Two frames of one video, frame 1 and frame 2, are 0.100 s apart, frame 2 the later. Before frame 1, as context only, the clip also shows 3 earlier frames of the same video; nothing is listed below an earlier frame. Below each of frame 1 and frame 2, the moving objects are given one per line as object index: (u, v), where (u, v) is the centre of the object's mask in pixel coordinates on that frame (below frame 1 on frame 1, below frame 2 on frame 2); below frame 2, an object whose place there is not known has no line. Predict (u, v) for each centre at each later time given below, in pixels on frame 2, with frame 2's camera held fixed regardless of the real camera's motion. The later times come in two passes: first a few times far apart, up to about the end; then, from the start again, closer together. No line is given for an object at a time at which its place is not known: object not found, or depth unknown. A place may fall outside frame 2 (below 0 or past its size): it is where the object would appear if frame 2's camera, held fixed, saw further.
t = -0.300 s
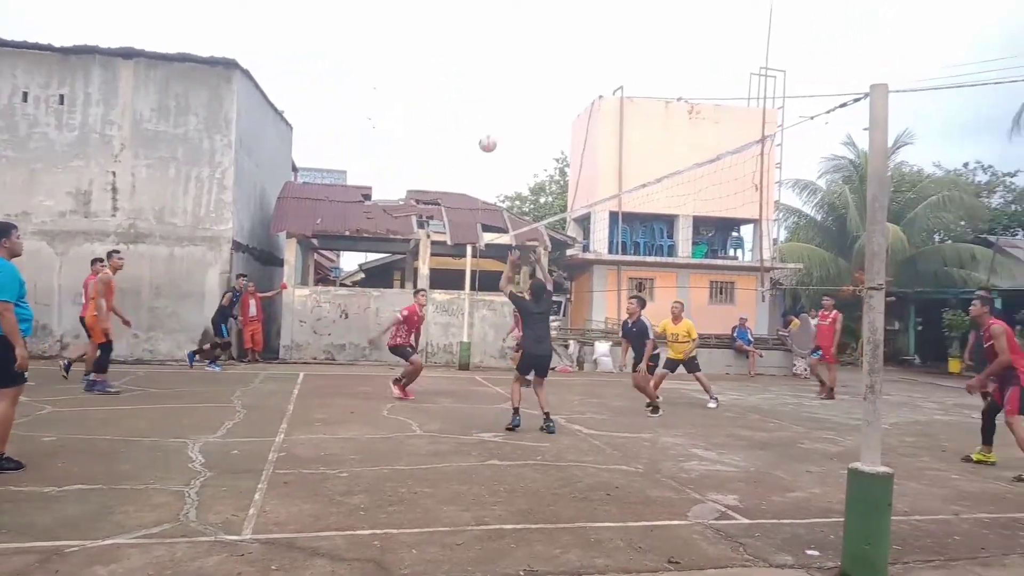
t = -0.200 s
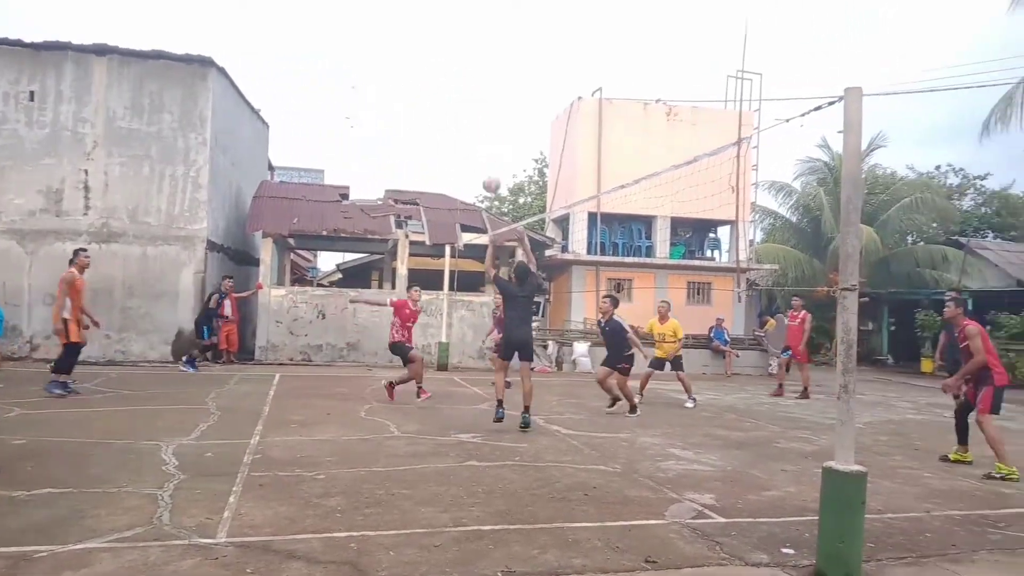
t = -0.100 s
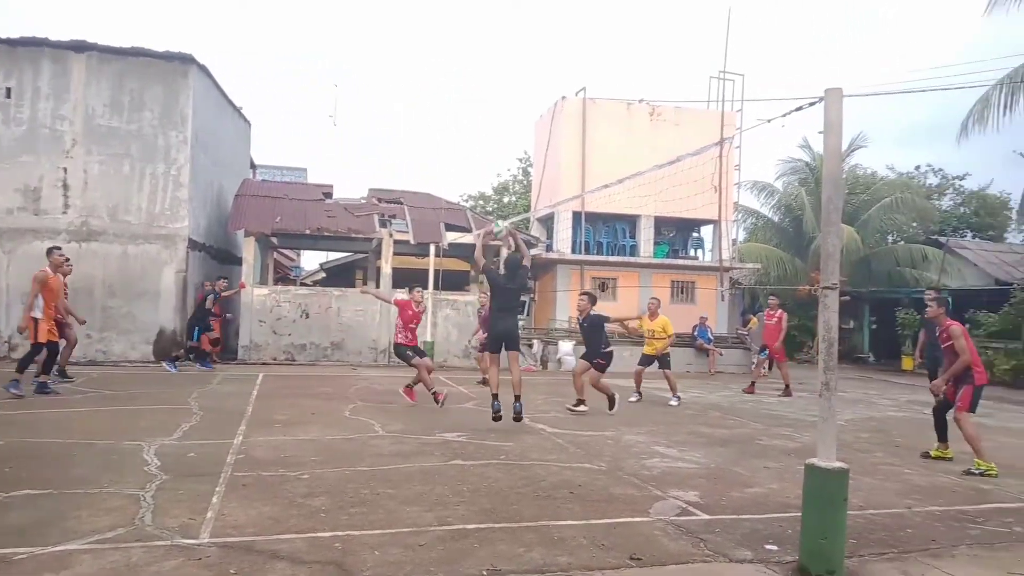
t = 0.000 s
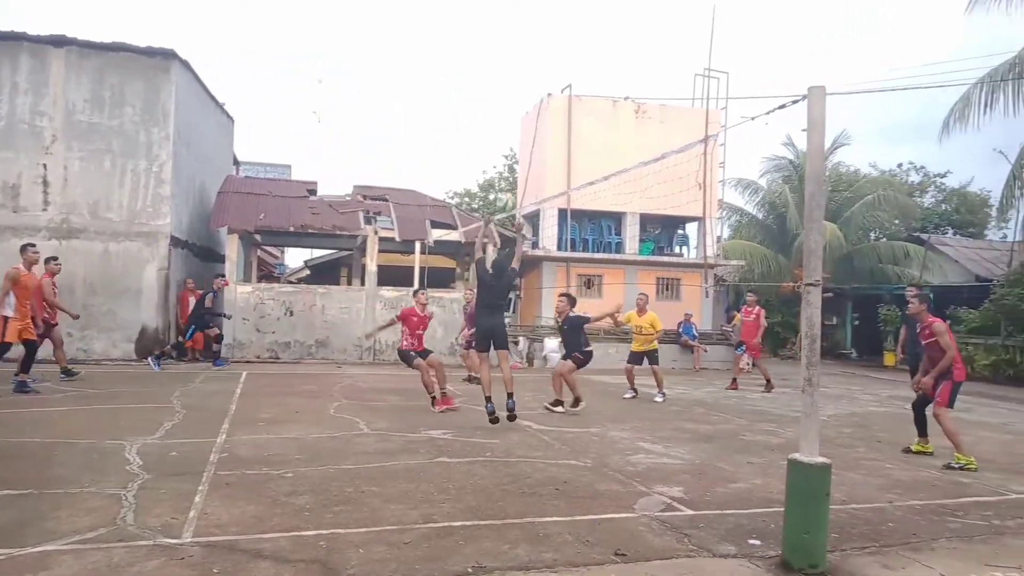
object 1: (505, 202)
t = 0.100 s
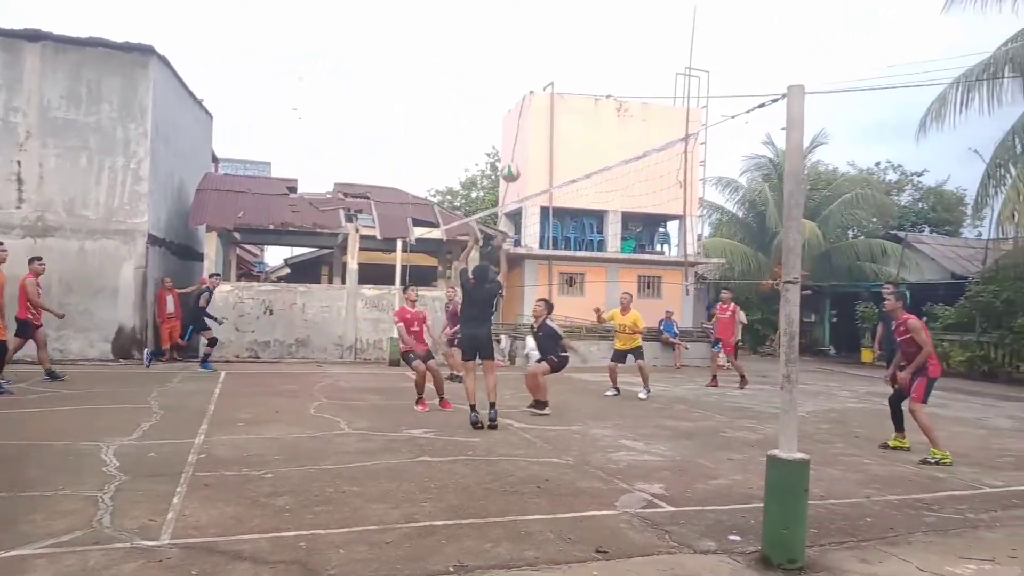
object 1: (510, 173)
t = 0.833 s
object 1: (704, 266)
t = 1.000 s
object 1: (758, 389)
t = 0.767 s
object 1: (682, 230)
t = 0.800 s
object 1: (696, 246)
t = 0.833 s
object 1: (704, 266)
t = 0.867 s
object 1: (713, 286)
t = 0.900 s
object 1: (724, 308)
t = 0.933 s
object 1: (736, 335)
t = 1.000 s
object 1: (758, 389)
